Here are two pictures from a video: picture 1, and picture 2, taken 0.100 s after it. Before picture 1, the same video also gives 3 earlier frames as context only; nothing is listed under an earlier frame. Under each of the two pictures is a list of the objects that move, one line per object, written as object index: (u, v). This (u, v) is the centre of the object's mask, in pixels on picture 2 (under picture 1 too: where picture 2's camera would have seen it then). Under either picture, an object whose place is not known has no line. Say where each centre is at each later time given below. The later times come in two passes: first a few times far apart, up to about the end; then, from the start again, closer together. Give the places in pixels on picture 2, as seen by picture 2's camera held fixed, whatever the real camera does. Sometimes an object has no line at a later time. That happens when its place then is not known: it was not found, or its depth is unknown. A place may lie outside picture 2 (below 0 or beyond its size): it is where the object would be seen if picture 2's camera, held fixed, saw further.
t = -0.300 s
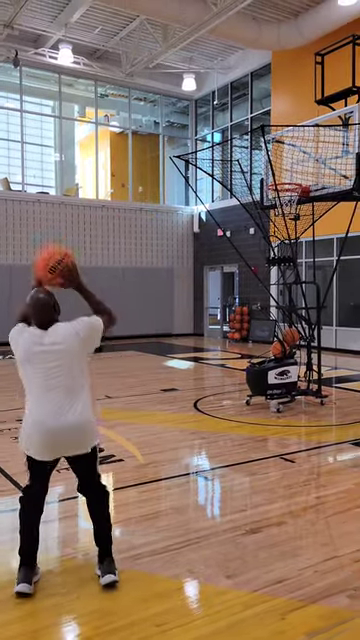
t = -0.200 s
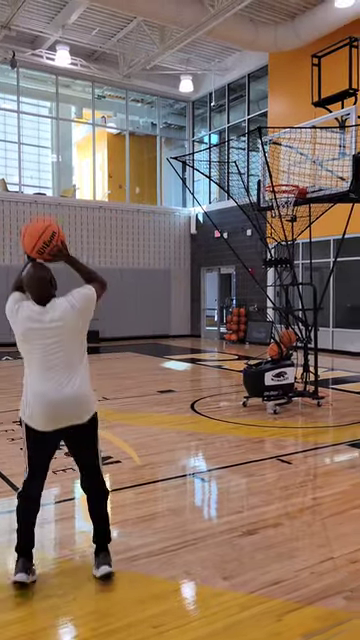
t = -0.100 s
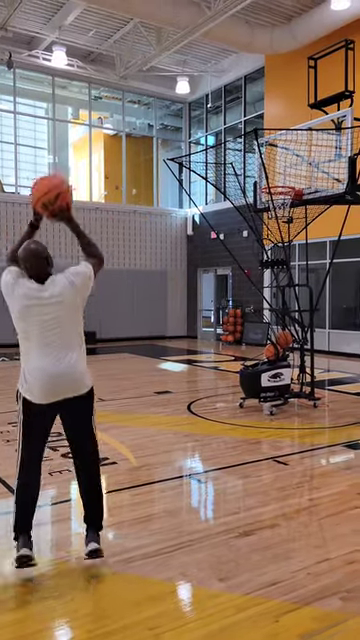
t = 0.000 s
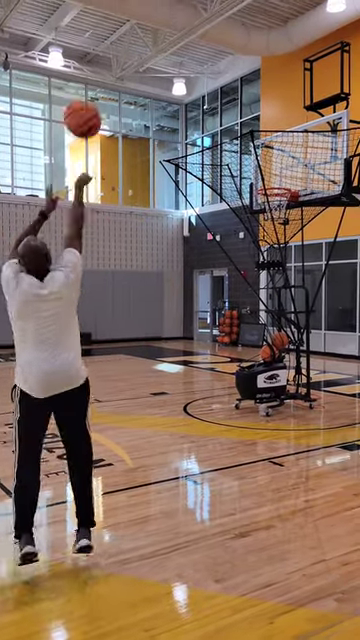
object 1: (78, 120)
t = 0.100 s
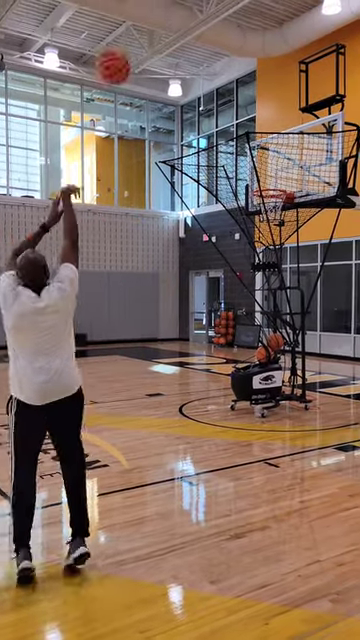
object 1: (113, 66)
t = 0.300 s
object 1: (166, 19)
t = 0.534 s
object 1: (207, 29)
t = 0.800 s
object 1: (242, 94)
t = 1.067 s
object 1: (266, 188)
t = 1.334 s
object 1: (272, 210)
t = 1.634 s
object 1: (270, 226)
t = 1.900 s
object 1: (262, 257)
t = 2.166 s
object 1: (259, 280)
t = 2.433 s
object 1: (258, 311)
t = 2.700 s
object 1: (264, 321)
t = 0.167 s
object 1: (133, 42)
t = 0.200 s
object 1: (142, 33)
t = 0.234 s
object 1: (150, 27)
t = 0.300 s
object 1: (166, 19)
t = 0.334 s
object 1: (173, 17)
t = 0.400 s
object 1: (186, 17)
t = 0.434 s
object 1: (192, 20)
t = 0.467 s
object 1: (198, 24)
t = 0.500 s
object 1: (203, 26)
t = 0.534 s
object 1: (207, 29)
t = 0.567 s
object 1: (213, 38)
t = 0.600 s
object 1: (218, 43)
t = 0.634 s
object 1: (223, 52)
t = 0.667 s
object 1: (227, 58)
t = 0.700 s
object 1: (230, 67)
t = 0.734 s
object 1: (235, 76)
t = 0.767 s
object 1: (238, 86)
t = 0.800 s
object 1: (242, 94)
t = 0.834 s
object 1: (245, 106)
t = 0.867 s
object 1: (248, 116)
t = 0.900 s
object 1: (251, 126)
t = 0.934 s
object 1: (255, 139)
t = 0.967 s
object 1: (258, 150)
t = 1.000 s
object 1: (261, 160)
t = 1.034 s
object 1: (263, 175)
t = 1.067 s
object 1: (266, 188)
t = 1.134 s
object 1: (271, 201)
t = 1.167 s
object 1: (276, 210)
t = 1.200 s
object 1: (276, 211)
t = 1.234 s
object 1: (275, 210)
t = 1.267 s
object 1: (269, 211)
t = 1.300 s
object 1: (271, 210)
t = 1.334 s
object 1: (272, 210)
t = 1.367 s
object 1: (272, 211)
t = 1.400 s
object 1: (273, 211)
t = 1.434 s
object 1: (274, 212)
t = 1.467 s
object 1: (274, 214)
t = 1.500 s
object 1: (275, 217)
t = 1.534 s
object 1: (273, 224)
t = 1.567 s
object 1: (272, 225)
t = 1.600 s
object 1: (270, 226)
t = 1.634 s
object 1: (270, 226)
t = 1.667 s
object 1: (270, 226)
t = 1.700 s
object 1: (269, 228)
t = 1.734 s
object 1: (269, 229)
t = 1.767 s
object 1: (267, 235)
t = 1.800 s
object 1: (267, 238)
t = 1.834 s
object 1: (265, 244)
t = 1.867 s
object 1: (263, 252)
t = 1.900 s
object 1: (262, 257)
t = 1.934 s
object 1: (260, 262)
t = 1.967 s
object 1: (263, 274)
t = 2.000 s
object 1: (263, 277)
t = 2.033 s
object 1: (262, 277)
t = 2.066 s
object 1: (260, 279)
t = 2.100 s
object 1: (260, 279)
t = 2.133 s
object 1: (260, 279)
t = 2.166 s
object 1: (259, 280)
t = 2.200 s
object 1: (258, 281)
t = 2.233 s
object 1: (257, 283)
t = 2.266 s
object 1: (256, 288)
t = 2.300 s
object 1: (254, 293)
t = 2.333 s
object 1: (252, 300)
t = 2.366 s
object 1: (250, 309)
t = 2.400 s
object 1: (253, 309)
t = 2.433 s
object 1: (258, 311)
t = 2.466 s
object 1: (259, 311)
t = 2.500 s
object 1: (258, 311)
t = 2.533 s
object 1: (258, 312)
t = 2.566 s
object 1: (258, 312)
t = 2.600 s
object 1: (260, 313)
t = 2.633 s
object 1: (261, 315)
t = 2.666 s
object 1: (262, 318)
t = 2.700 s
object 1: (264, 321)
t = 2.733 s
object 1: (268, 326)
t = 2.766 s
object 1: (268, 326)
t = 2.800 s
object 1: (268, 327)
